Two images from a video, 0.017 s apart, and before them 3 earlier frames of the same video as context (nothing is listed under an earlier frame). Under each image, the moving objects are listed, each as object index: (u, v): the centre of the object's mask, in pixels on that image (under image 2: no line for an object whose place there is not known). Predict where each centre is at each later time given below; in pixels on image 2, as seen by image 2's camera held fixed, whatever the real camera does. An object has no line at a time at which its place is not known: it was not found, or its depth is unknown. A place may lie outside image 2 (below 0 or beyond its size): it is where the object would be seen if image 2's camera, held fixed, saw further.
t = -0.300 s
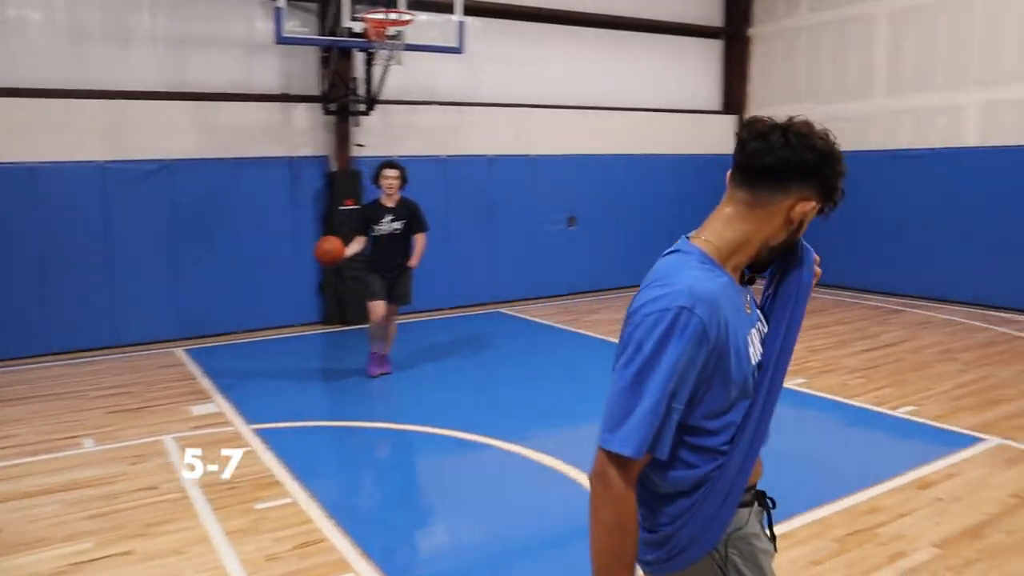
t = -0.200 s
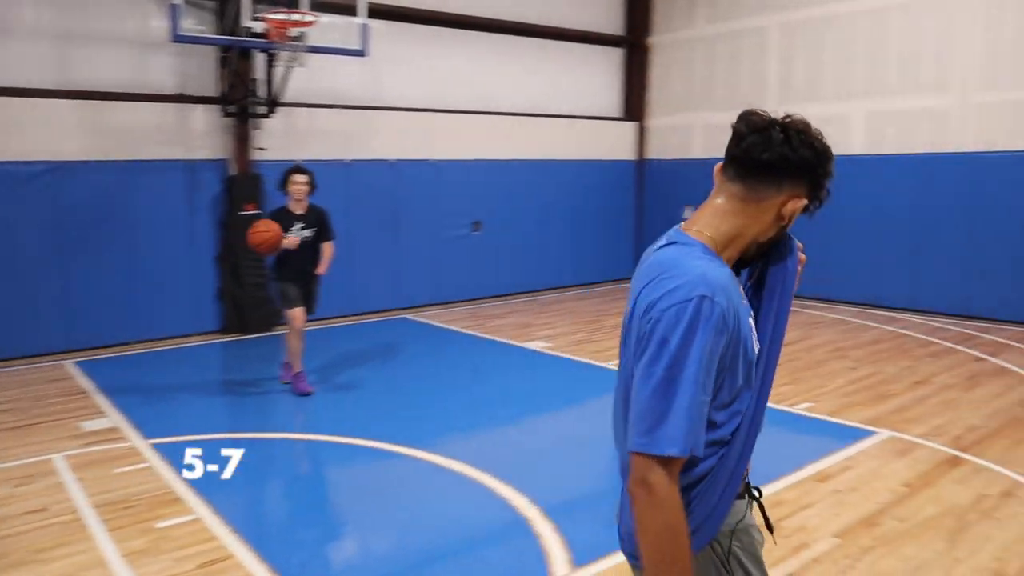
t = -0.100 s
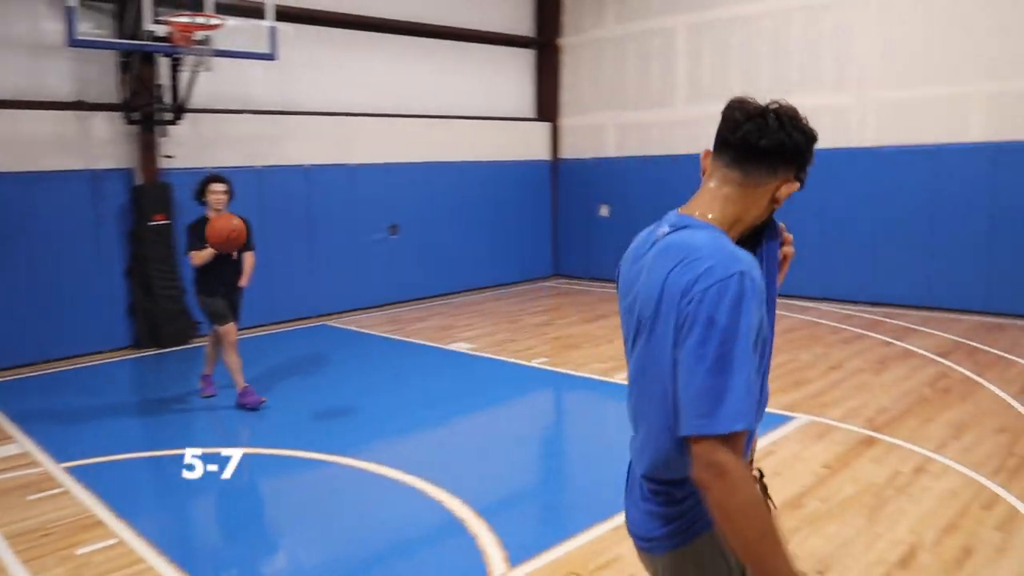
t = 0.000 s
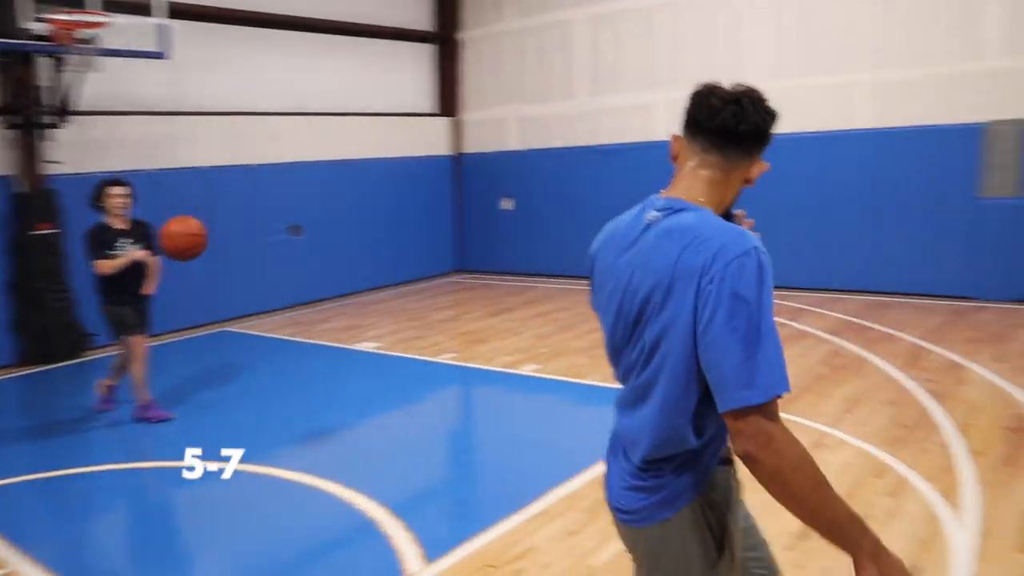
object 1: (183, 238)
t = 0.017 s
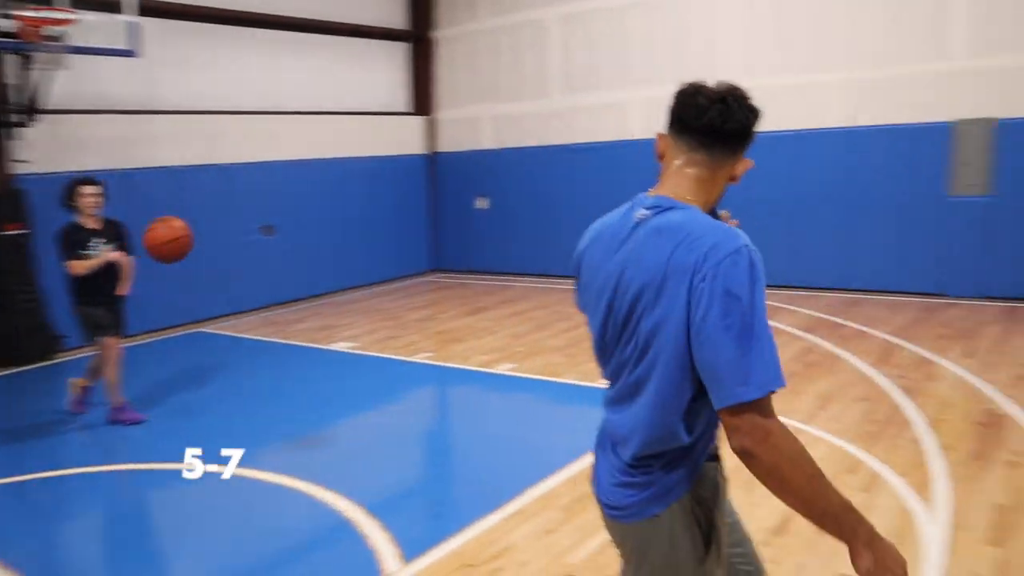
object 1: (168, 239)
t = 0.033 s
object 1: (178, 242)
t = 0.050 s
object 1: (188, 245)
